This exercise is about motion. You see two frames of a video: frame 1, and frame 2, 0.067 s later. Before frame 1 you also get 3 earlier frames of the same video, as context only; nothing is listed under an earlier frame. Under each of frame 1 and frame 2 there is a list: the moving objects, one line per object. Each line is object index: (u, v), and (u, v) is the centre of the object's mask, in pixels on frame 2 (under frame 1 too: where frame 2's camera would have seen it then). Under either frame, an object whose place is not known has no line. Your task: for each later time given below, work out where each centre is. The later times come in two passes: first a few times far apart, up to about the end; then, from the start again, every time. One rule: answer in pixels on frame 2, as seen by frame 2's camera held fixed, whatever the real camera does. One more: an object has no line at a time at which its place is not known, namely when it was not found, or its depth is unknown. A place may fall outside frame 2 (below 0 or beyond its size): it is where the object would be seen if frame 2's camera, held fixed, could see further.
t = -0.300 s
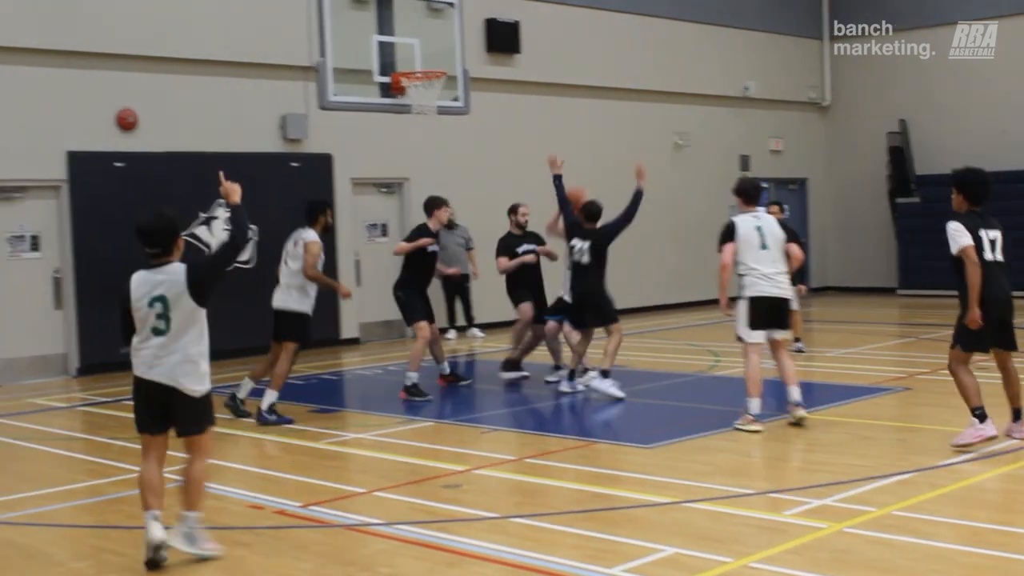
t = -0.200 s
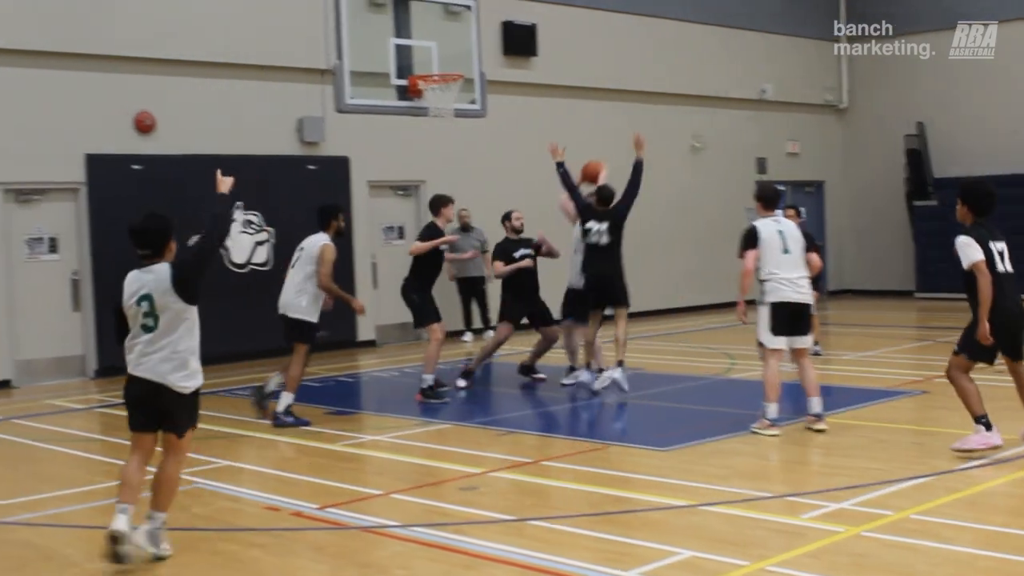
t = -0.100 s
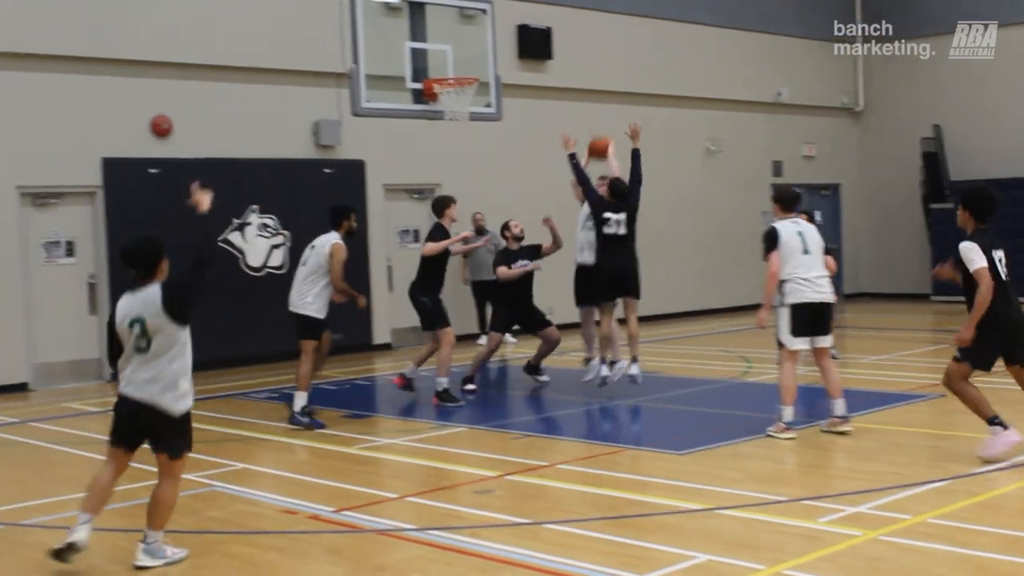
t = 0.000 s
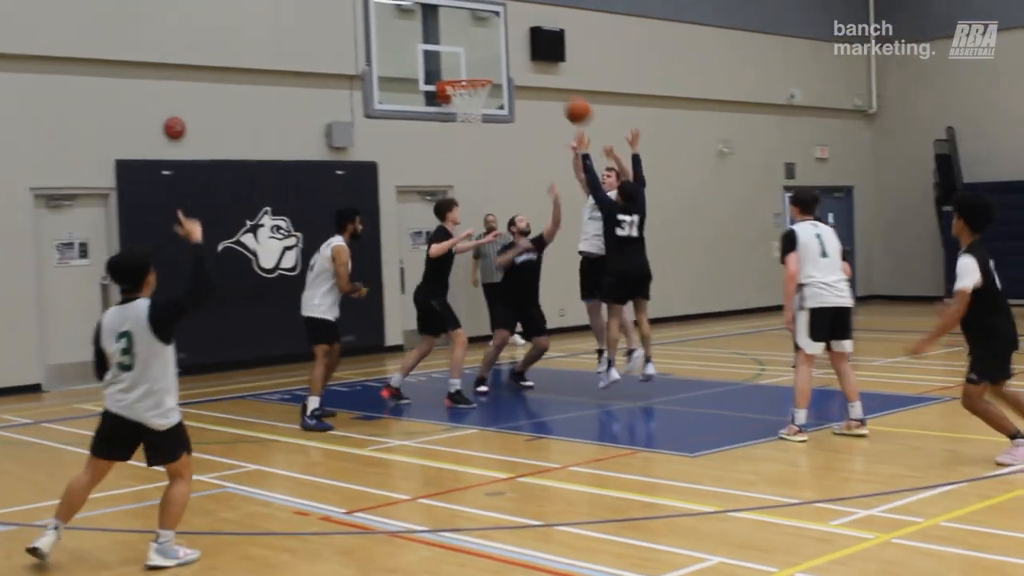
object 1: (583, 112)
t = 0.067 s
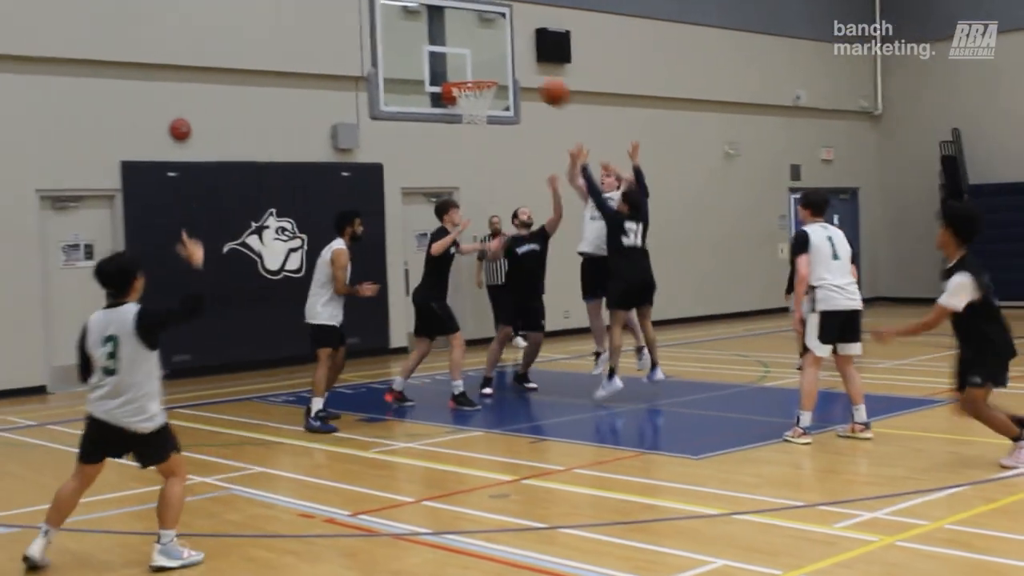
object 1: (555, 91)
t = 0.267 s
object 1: (454, 57)
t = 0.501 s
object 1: (298, 77)
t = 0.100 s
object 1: (540, 83)
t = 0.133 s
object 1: (525, 75)
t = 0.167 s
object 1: (508, 69)
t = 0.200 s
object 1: (491, 63)
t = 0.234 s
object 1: (474, 59)
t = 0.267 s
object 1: (454, 57)
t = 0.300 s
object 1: (436, 54)
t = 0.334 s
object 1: (415, 53)
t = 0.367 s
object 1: (396, 54)
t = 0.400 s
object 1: (372, 58)
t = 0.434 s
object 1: (349, 61)
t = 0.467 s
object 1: (324, 69)
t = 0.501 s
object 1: (298, 77)
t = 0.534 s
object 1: (270, 89)
